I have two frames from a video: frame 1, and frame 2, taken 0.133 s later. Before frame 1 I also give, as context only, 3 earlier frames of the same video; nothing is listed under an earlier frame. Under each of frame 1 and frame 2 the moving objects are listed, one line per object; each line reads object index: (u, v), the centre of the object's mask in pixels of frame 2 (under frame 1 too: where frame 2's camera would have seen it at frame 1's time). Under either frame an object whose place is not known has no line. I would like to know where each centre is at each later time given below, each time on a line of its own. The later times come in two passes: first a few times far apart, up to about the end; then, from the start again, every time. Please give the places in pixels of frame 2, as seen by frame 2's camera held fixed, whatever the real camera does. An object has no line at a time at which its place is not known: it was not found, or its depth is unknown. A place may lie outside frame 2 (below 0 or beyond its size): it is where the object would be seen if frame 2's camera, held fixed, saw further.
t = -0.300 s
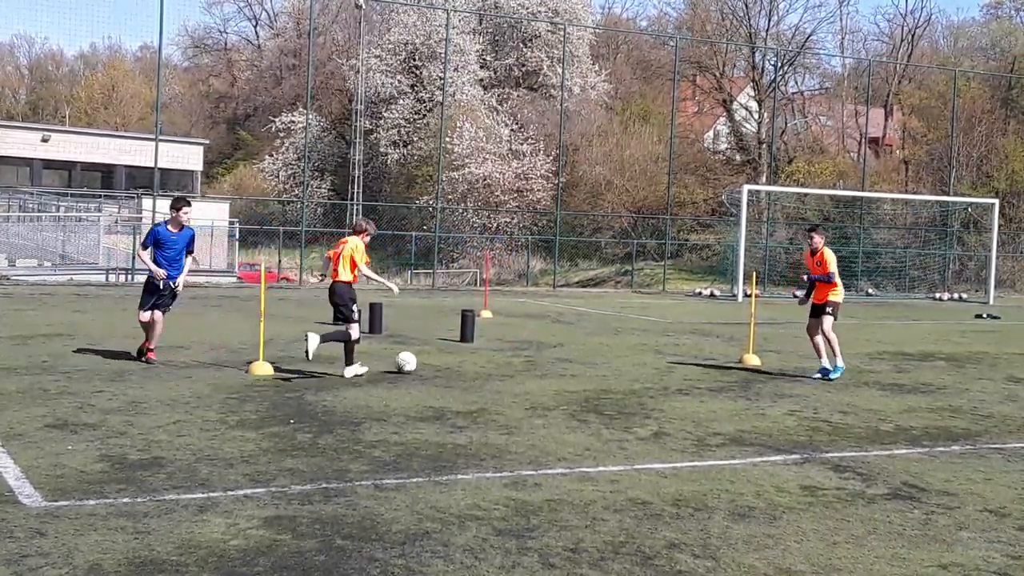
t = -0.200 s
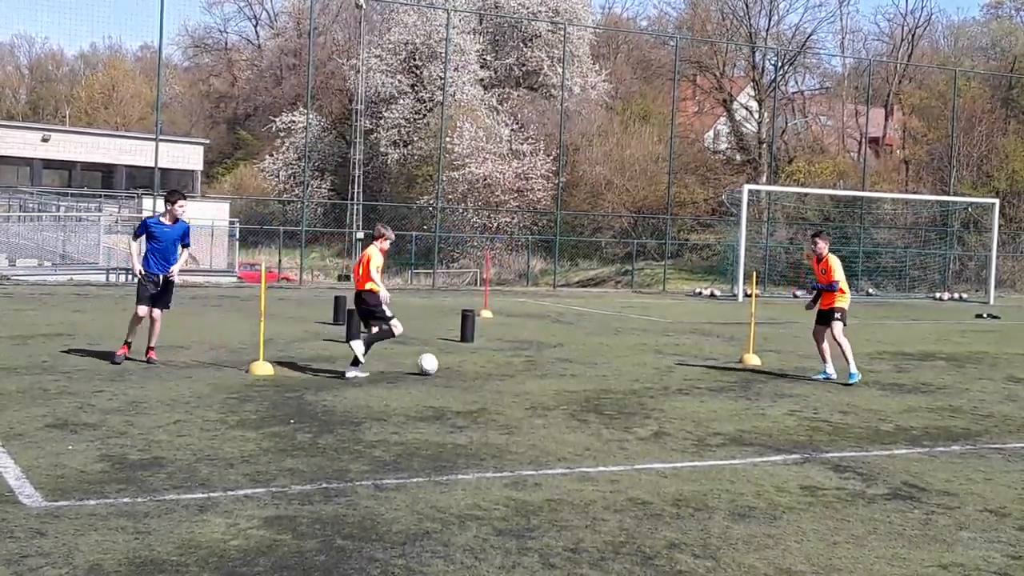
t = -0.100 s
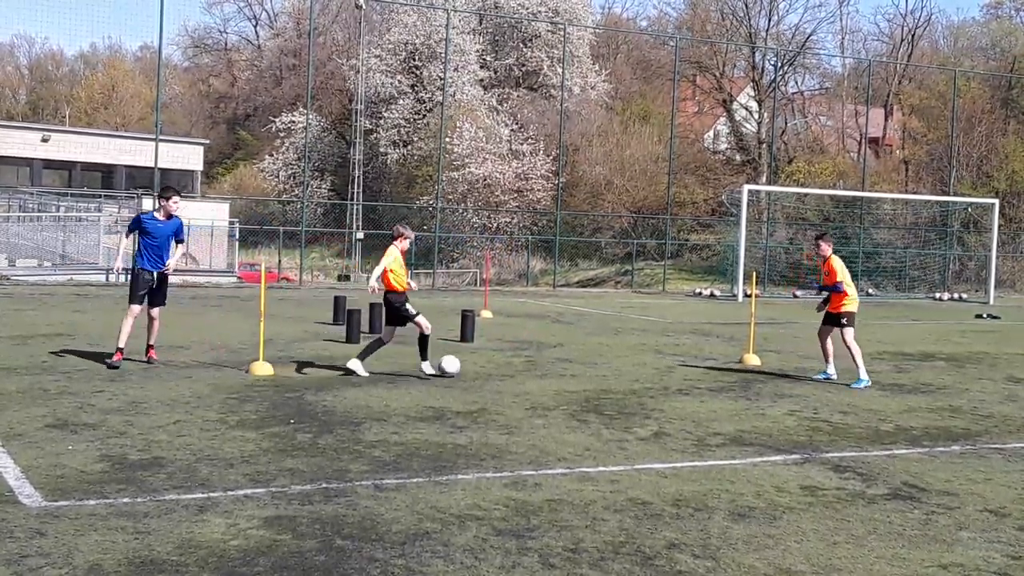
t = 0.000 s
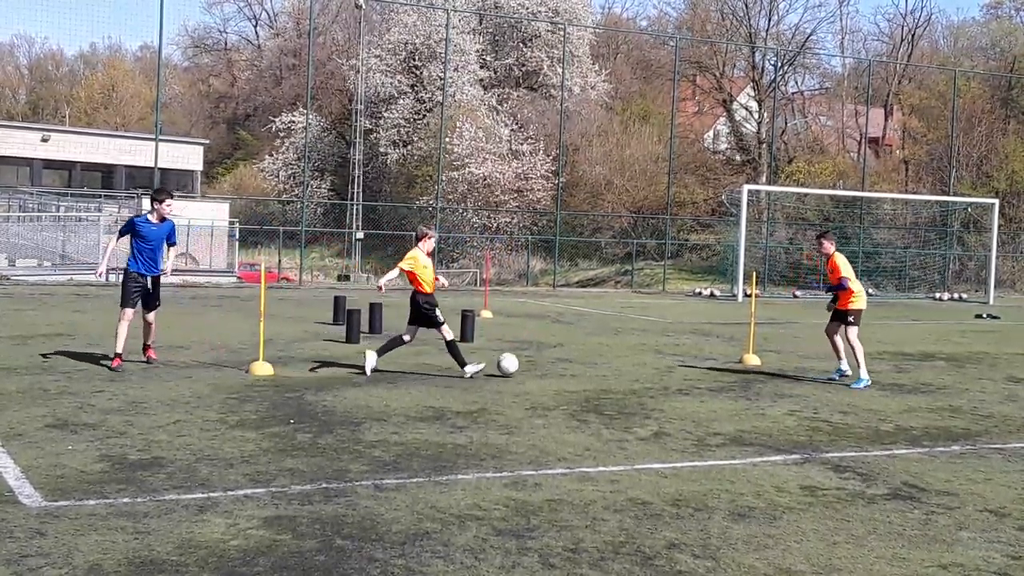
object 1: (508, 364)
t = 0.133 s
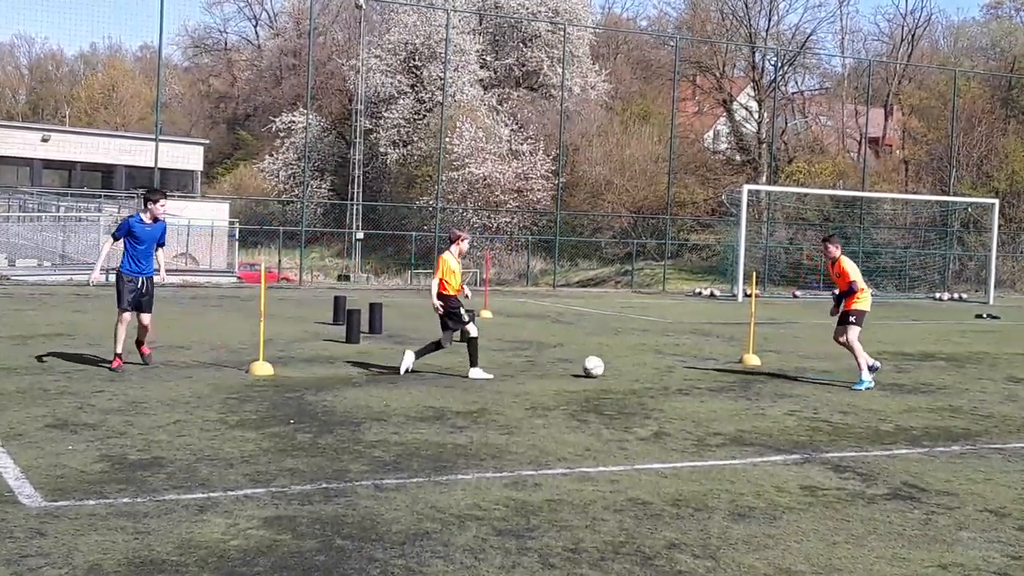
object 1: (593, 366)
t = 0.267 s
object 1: (666, 367)
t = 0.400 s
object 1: (725, 366)
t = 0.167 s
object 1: (611, 365)
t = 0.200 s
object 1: (630, 364)
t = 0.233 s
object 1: (649, 365)
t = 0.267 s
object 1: (666, 367)
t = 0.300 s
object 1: (681, 366)
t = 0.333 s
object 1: (695, 365)
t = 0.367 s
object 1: (710, 365)
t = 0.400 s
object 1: (725, 366)
